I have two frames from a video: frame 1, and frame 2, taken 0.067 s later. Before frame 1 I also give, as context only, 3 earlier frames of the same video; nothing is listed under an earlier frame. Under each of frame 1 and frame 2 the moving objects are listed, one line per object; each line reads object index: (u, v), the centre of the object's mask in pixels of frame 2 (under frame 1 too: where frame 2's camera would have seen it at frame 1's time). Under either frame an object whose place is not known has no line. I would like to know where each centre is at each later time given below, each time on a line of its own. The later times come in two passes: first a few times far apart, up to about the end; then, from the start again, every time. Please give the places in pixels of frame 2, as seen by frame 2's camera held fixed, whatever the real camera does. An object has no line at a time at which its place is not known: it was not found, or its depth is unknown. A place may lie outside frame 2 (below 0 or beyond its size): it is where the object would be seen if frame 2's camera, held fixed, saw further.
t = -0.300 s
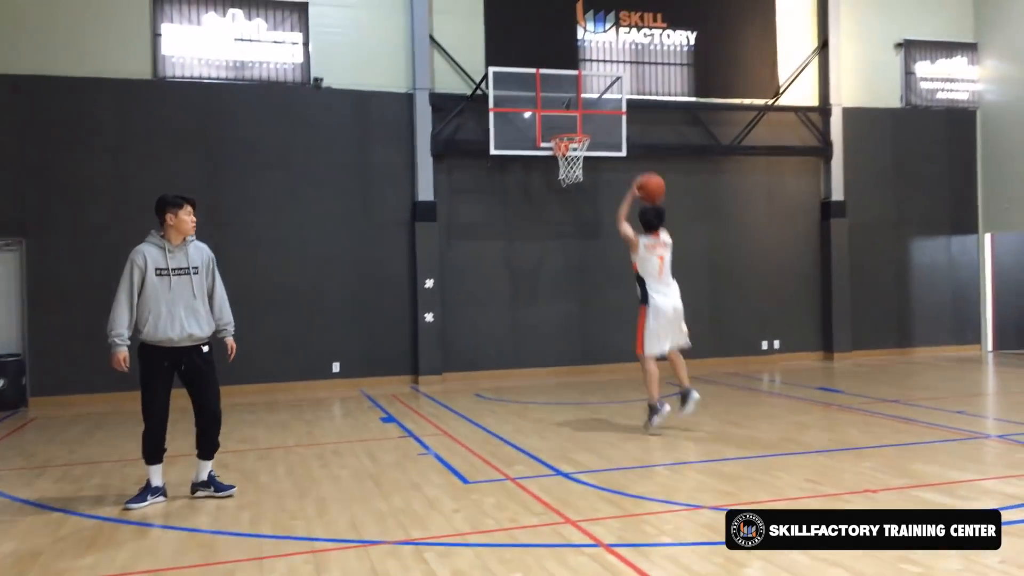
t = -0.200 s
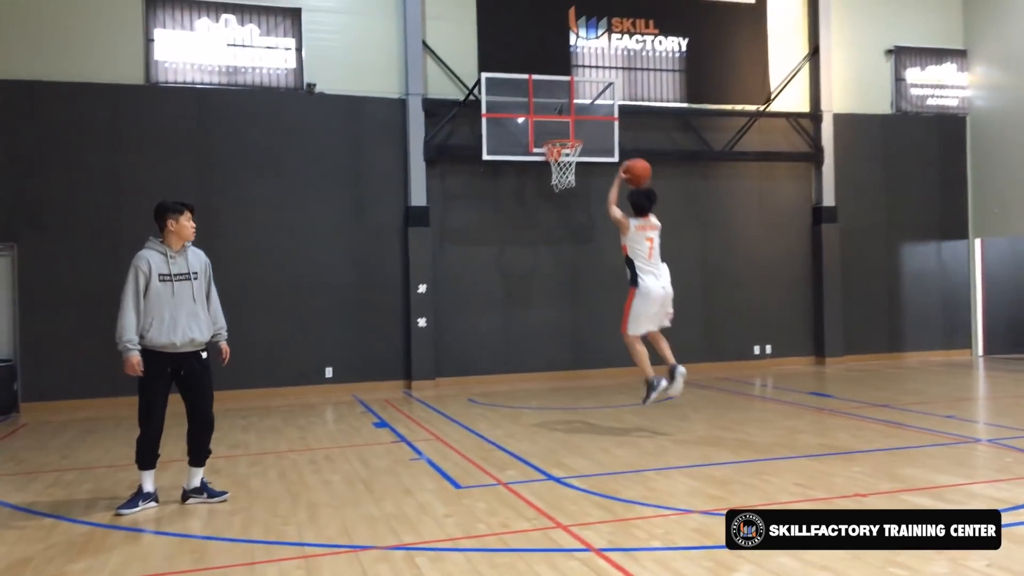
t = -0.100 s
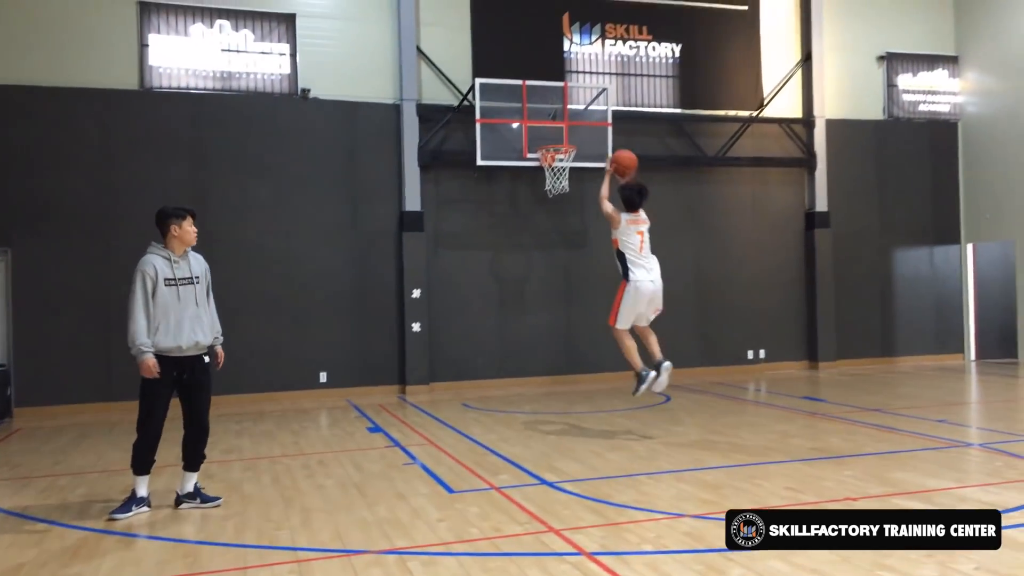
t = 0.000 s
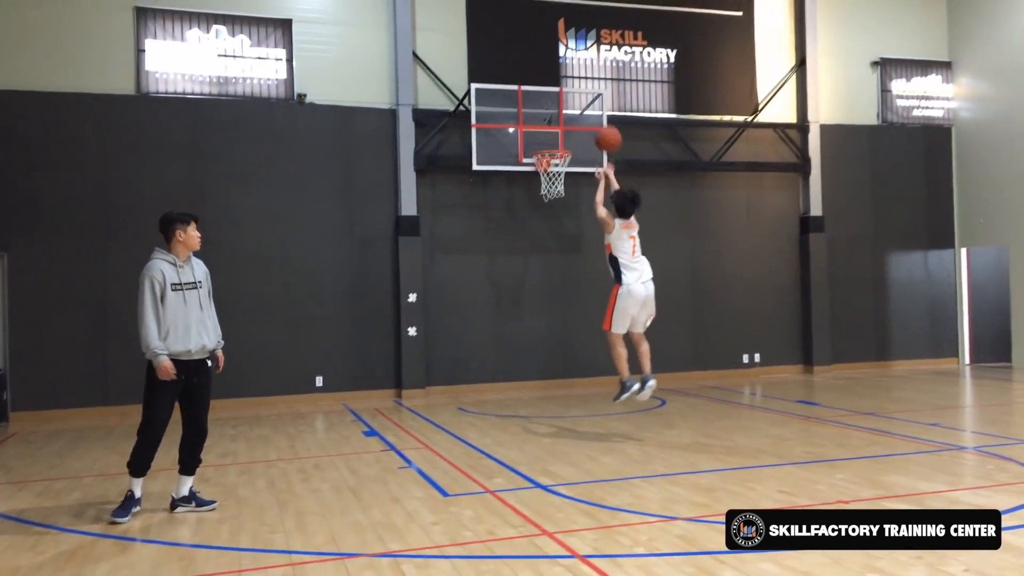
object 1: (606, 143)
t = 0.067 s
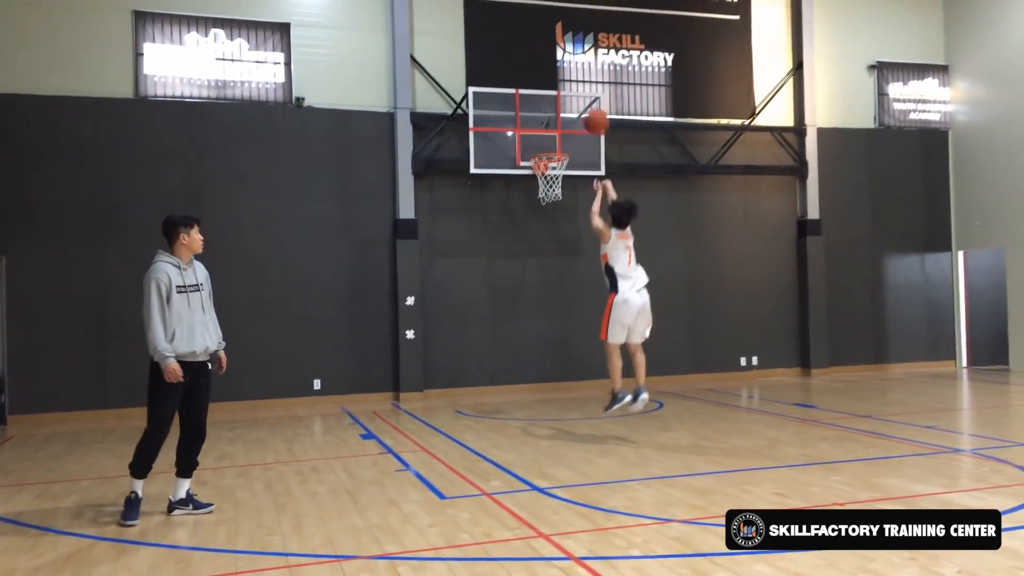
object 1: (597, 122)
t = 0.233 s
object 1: (575, 92)
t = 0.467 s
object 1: (555, 96)
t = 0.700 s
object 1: (541, 140)
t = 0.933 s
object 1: (549, 185)
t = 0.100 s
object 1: (591, 113)
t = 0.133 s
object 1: (587, 105)
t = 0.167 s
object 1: (583, 101)
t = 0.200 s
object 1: (579, 96)
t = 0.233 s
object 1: (575, 92)
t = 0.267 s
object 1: (573, 90)
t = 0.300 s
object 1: (569, 89)
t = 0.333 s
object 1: (566, 88)
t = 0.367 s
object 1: (563, 89)
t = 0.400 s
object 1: (560, 91)
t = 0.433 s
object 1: (557, 93)
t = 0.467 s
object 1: (555, 96)
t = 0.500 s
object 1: (552, 100)
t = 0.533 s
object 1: (550, 105)
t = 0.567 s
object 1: (548, 112)
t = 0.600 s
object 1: (545, 117)
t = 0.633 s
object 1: (543, 124)
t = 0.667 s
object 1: (542, 133)
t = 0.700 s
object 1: (541, 140)
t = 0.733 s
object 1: (544, 145)
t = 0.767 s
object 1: (548, 148)
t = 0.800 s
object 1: (552, 151)
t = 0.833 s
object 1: (554, 166)
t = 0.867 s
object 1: (553, 170)
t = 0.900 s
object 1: (550, 176)
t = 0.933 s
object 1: (549, 185)
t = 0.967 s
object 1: (548, 198)
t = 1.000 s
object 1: (546, 204)
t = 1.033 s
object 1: (545, 213)
